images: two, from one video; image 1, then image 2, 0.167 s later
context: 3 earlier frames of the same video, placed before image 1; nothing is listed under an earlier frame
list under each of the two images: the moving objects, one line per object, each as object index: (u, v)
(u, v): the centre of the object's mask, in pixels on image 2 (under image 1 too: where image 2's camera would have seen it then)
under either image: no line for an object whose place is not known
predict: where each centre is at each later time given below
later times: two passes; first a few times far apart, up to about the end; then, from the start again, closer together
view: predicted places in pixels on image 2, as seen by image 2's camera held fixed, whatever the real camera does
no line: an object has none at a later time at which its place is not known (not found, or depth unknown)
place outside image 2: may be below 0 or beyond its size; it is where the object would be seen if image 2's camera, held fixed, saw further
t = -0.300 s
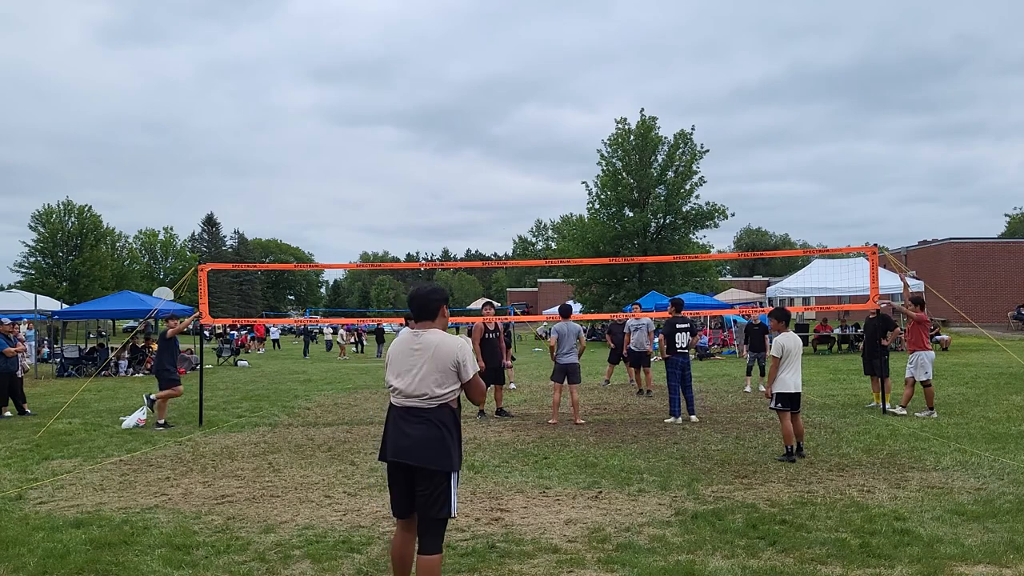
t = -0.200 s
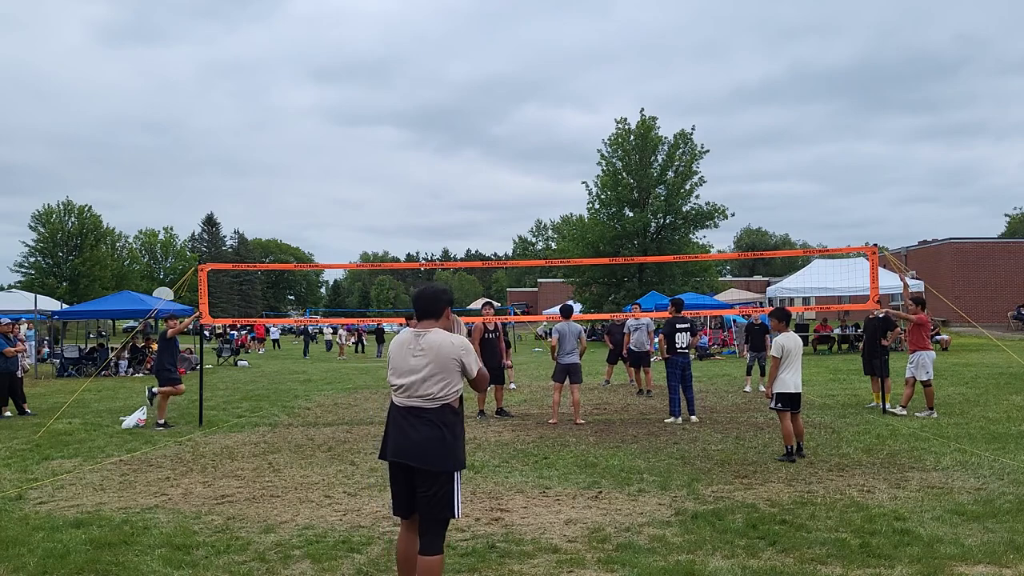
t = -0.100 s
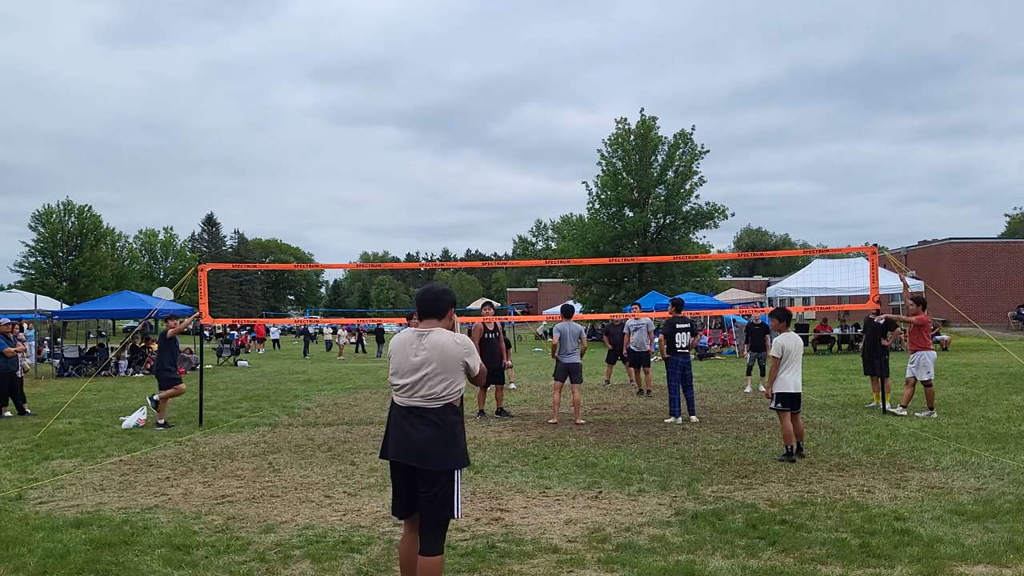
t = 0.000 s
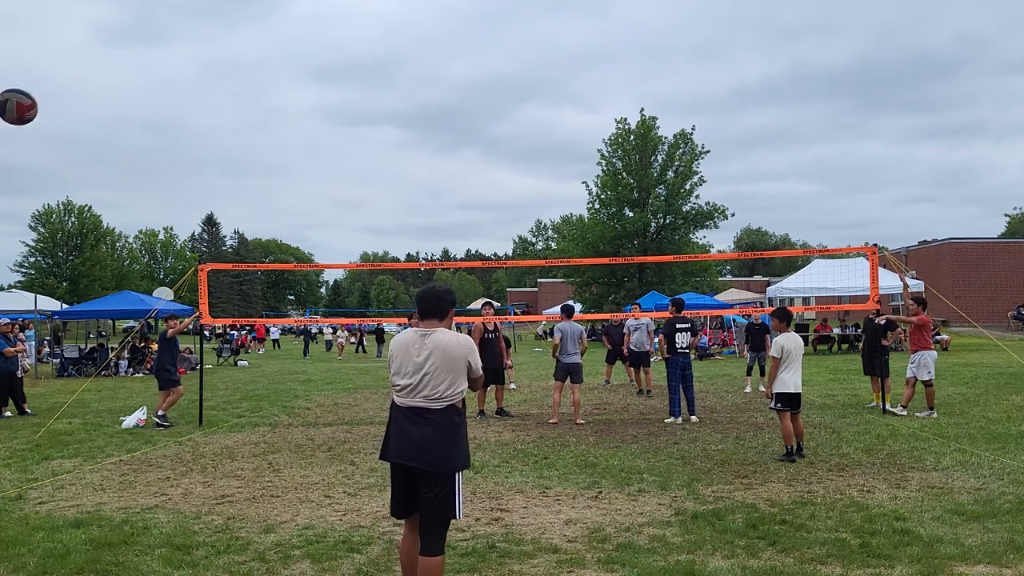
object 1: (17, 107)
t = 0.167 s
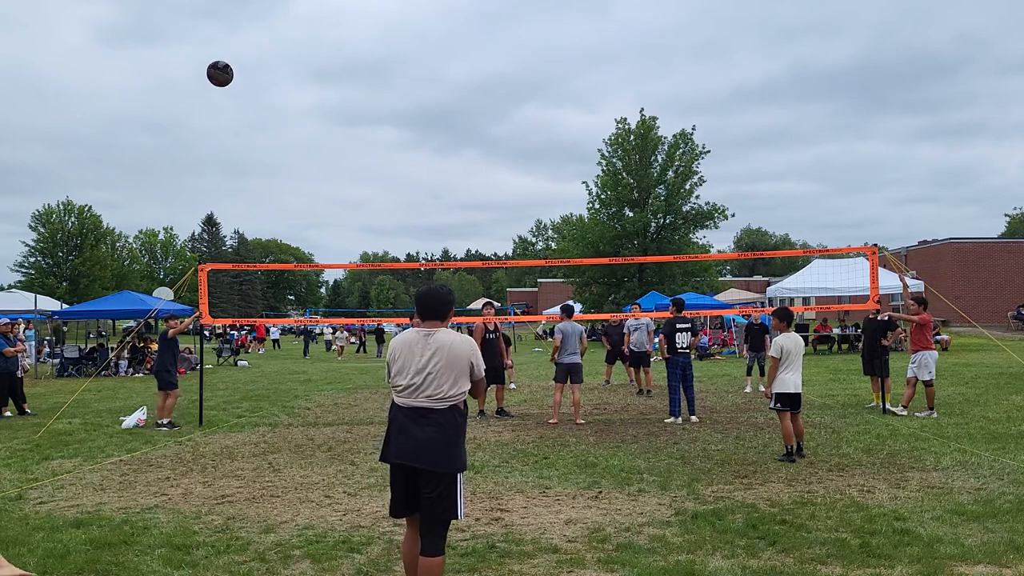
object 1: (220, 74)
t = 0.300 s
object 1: (310, 76)
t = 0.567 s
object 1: (416, 115)
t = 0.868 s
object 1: (487, 182)
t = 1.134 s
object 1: (530, 249)
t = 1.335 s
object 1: (552, 308)
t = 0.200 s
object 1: (246, 73)
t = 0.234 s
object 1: (270, 73)
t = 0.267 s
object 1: (291, 74)
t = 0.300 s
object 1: (310, 76)
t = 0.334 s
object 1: (327, 79)
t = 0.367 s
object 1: (343, 83)
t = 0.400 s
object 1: (358, 87)
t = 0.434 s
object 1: (371, 92)
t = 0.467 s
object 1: (384, 97)
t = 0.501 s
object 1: (395, 102)
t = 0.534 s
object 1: (406, 108)
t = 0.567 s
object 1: (416, 115)
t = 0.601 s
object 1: (426, 121)
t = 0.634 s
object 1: (435, 128)
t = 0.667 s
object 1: (444, 135)
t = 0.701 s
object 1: (451, 143)
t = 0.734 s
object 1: (459, 150)
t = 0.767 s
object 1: (467, 158)
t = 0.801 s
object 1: (474, 166)
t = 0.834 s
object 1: (480, 174)
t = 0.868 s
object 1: (487, 182)
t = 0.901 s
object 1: (493, 190)
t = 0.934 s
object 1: (499, 198)
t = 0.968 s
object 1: (505, 207)
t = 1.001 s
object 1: (511, 216)
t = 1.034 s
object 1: (516, 224)
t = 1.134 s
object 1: (530, 249)
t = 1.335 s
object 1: (552, 308)
